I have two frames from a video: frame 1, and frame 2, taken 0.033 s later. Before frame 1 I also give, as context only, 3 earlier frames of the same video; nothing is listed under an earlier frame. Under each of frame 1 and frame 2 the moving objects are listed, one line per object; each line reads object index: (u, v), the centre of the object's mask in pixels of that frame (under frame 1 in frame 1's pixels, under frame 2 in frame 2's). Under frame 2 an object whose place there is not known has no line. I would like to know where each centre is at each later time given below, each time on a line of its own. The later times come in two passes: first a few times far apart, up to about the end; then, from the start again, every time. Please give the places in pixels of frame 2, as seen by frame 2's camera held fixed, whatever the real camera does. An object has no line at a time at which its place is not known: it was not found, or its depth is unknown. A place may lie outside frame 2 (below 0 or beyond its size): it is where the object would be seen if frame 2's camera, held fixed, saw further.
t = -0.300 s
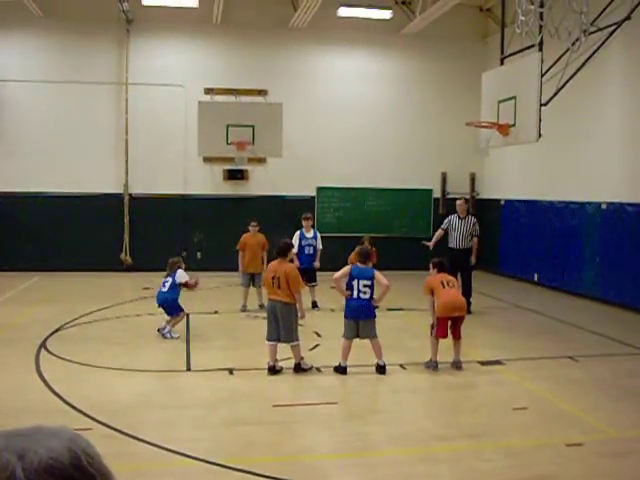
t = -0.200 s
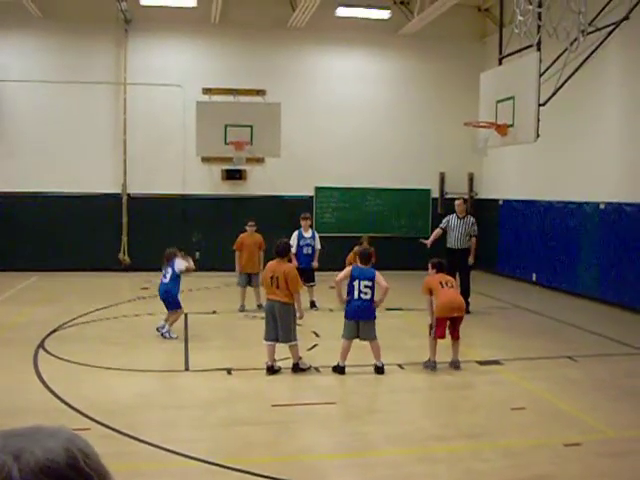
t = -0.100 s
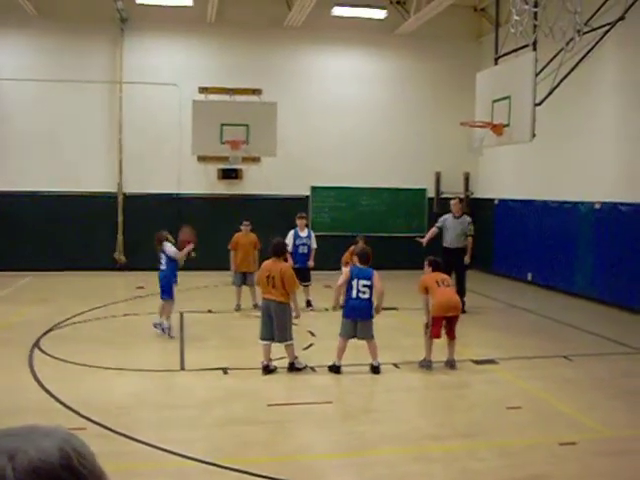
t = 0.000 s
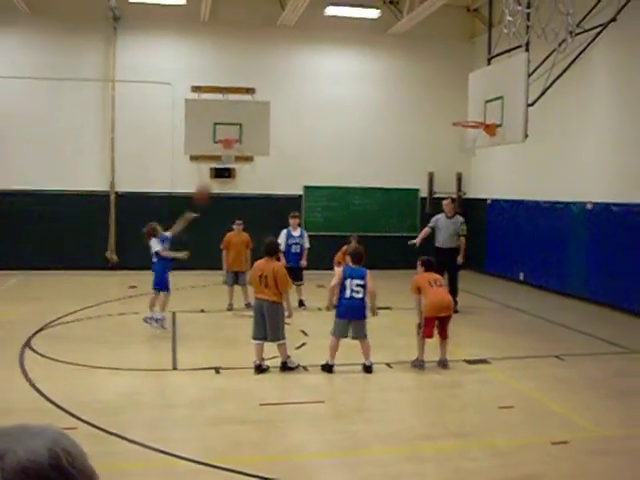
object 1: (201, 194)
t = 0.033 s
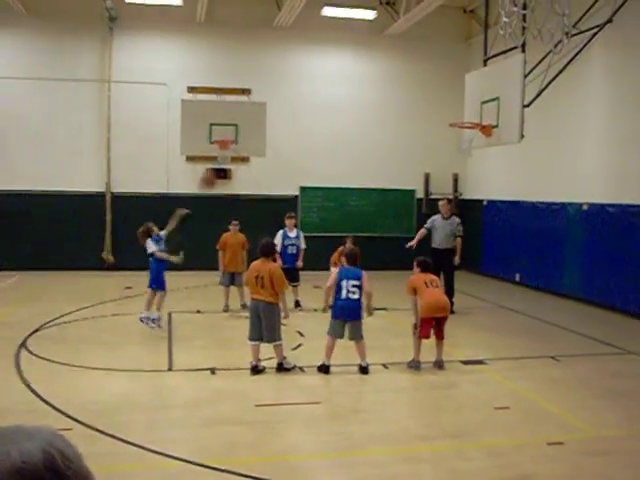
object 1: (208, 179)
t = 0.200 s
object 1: (255, 123)
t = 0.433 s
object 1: (318, 76)
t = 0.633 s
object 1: (370, 68)
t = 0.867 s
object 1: (427, 93)
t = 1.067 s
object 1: (453, 109)
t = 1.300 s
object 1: (448, 112)
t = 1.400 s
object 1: (445, 125)
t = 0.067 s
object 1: (217, 167)
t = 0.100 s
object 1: (227, 153)
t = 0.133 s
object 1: (239, 142)
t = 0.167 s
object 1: (246, 133)
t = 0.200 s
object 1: (255, 123)
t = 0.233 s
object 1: (265, 114)
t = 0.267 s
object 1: (274, 105)
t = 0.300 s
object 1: (282, 98)
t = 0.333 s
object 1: (291, 91)
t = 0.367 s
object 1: (300, 85)
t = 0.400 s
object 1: (309, 81)
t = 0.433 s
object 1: (318, 76)
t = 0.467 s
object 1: (326, 73)
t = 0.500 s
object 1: (335, 70)
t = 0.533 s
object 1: (345, 69)
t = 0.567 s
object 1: (353, 68)
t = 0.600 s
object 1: (361, 68)
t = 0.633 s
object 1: (370, 68)
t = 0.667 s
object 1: (378, 70)
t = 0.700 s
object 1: (386, 71)
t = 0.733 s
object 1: (395, 74)
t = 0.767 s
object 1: (403, 78)
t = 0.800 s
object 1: (411, 82)
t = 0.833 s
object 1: (419, 87)
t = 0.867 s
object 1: (427, 93)
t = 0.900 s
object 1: (436, 99)
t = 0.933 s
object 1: (443, 106)
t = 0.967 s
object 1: (451, 114)
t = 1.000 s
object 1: (453, 115)
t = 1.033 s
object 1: (453, 112)
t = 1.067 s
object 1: (453, 109)
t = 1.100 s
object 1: (452, 107)
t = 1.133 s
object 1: (451, 106)
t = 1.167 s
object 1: (451, 106)
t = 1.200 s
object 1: (450, 106)
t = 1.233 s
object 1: (449, 107)
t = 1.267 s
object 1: (449, 109)
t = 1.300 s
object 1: (448, 112)
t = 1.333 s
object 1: (447, 115)
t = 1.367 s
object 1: (446, 120)
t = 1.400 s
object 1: (445, 125)
